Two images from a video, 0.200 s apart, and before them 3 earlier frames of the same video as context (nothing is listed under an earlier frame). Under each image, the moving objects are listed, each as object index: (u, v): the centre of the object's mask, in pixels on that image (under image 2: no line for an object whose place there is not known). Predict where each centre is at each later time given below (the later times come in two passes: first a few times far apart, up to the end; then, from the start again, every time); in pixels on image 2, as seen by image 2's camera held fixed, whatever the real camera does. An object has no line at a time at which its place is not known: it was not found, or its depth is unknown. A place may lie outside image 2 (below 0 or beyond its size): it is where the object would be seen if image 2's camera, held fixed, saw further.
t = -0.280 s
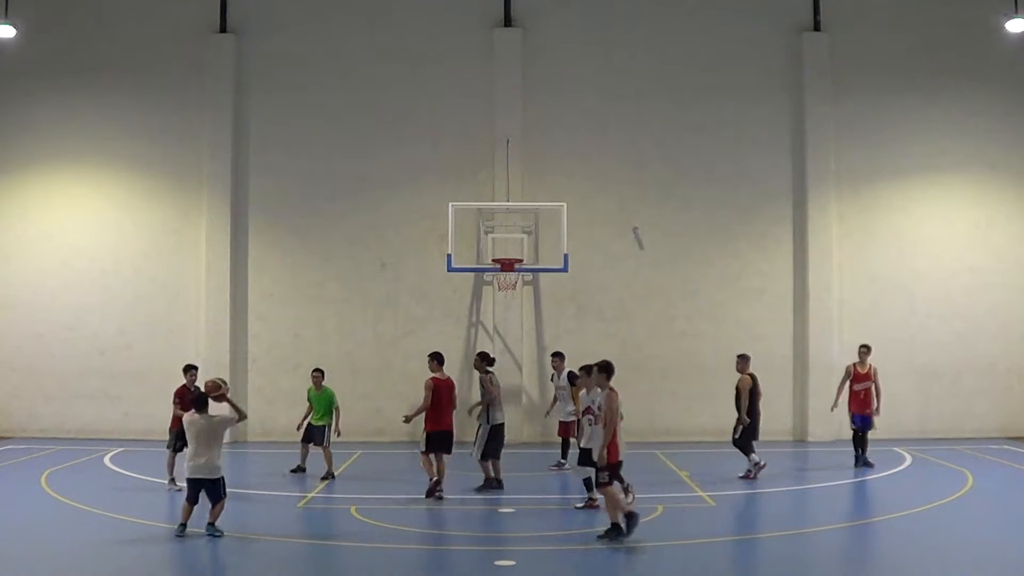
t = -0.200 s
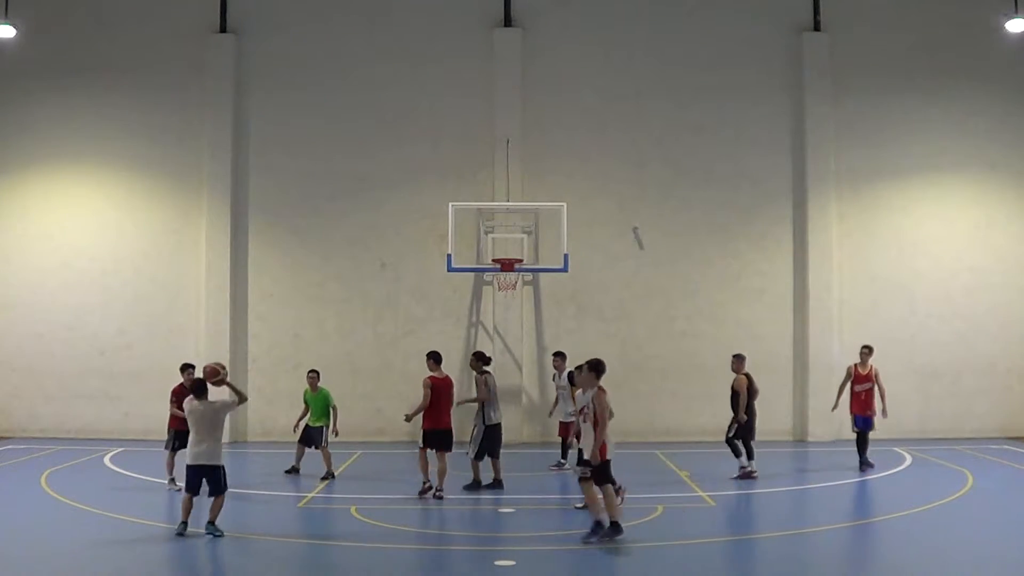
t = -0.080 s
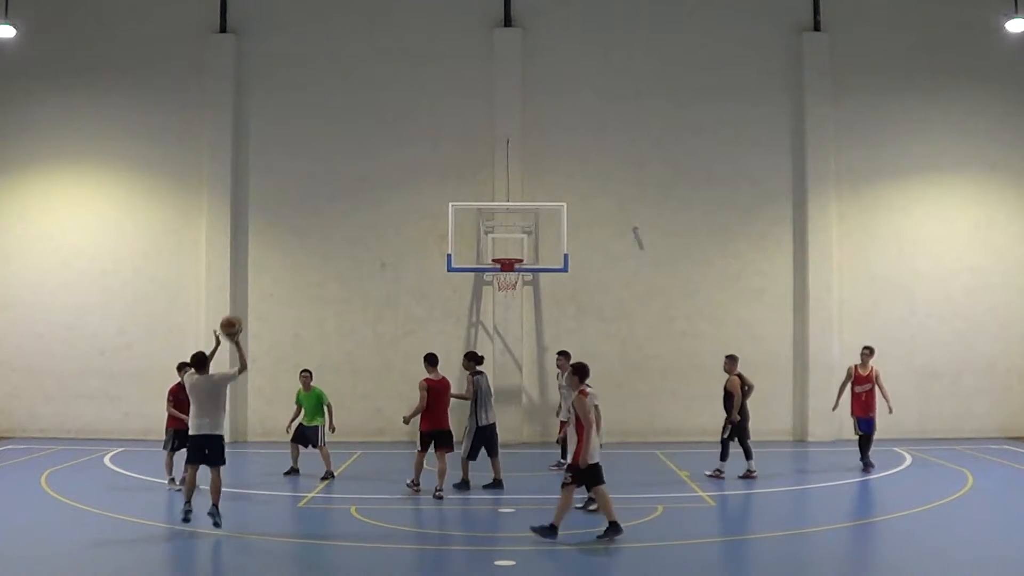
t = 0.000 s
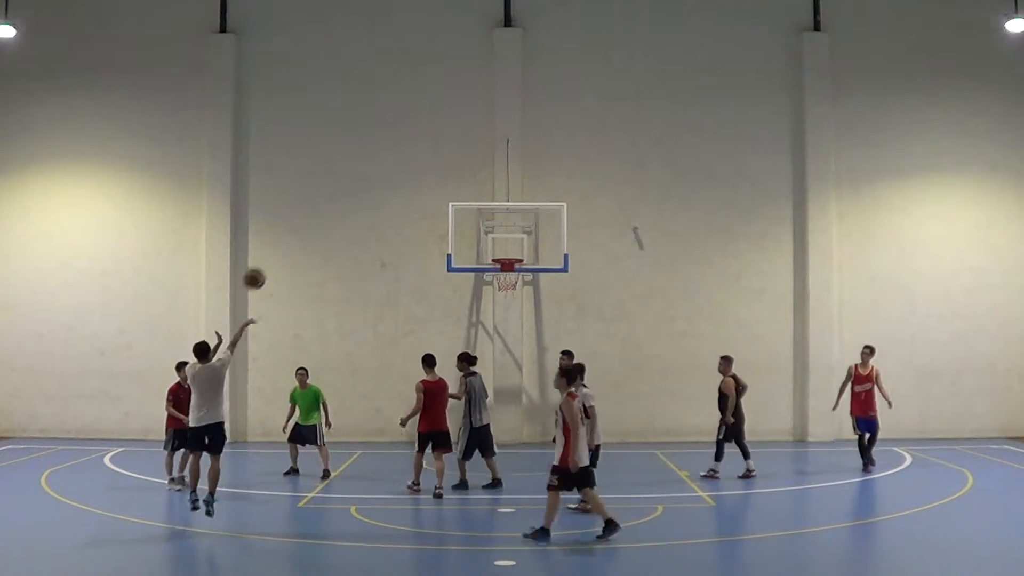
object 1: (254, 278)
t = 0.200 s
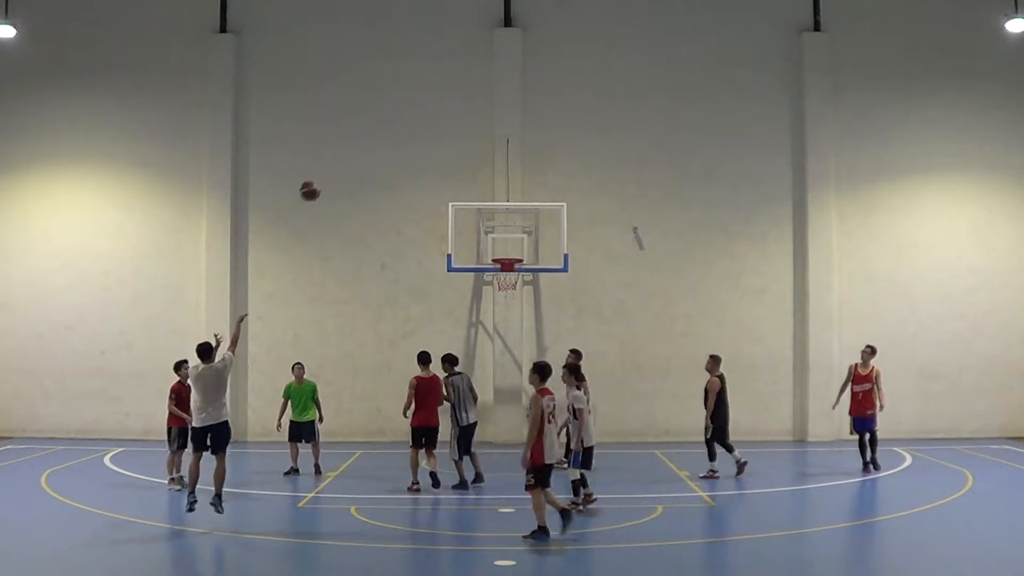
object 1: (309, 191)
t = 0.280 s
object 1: (330, 168)
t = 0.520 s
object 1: (385, 135)
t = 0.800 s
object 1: (439, 152)
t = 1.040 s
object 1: (477, 207)
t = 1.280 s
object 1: (511, 250)
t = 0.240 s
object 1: (320, 179)
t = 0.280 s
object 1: (330, 168)
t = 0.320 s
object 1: (340, 159)
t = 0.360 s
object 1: (349, 151)
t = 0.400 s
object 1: (358, 145)
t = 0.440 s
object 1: (367, 140)
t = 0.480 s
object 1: (377, 137)
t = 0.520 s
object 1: (385, 135)
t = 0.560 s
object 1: (393, 134)
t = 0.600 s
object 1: (401, 135)
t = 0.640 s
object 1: (409, 135)
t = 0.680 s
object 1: (417, 138)
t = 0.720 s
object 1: (424, 142)
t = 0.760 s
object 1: (432, 147)
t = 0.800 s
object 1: (439, 152)
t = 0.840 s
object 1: (445, 159)
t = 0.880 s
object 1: (452, 167)
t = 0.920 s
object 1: (459, 175)
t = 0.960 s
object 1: (465, 185)
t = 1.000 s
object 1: (471, 196)
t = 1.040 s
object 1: (477, 207)
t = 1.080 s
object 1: (483, 219)
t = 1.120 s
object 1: (489, 232)
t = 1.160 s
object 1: (495, 246)
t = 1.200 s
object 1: (500, 251)
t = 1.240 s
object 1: (505, 250)
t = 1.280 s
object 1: (511, 250)
